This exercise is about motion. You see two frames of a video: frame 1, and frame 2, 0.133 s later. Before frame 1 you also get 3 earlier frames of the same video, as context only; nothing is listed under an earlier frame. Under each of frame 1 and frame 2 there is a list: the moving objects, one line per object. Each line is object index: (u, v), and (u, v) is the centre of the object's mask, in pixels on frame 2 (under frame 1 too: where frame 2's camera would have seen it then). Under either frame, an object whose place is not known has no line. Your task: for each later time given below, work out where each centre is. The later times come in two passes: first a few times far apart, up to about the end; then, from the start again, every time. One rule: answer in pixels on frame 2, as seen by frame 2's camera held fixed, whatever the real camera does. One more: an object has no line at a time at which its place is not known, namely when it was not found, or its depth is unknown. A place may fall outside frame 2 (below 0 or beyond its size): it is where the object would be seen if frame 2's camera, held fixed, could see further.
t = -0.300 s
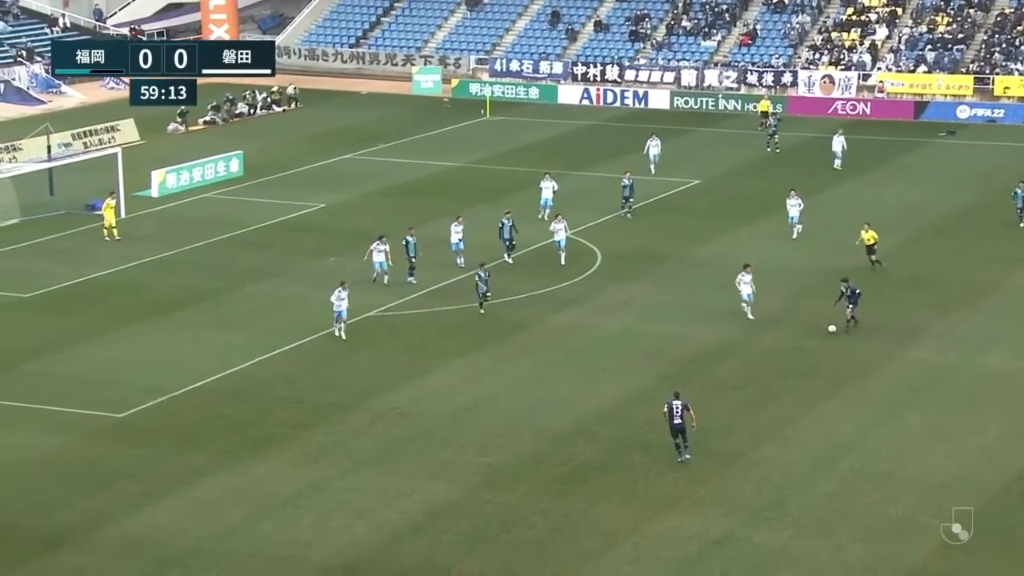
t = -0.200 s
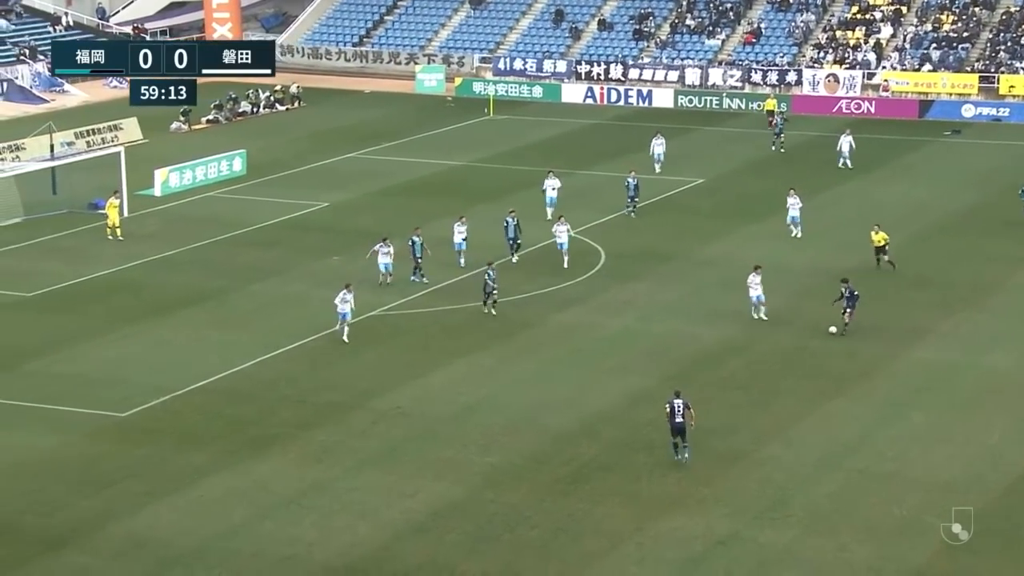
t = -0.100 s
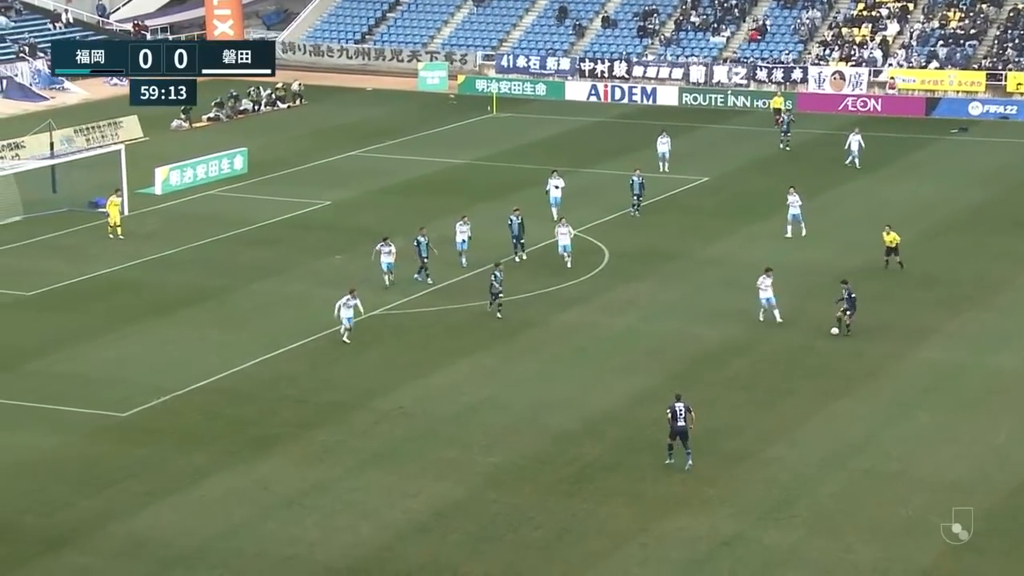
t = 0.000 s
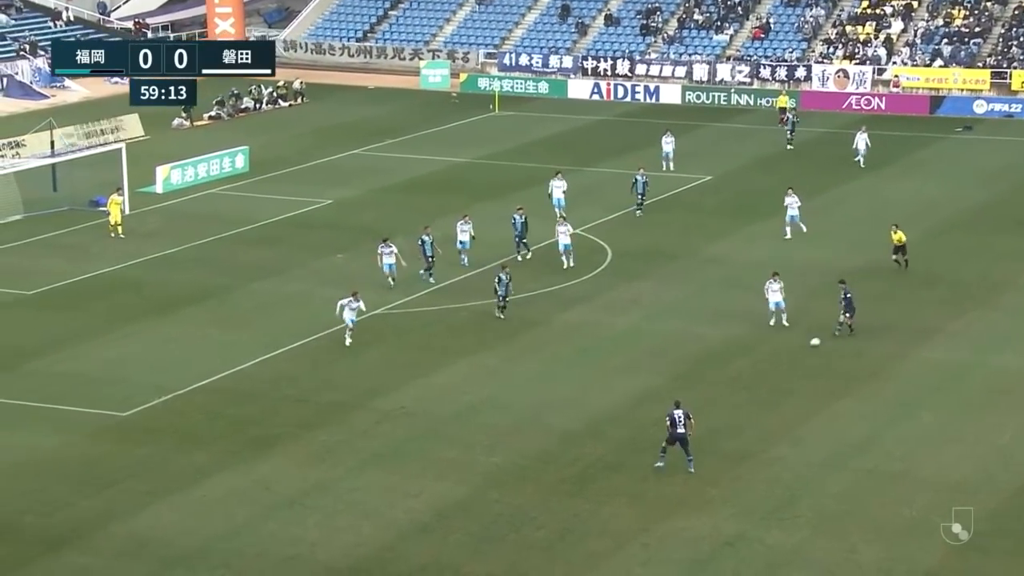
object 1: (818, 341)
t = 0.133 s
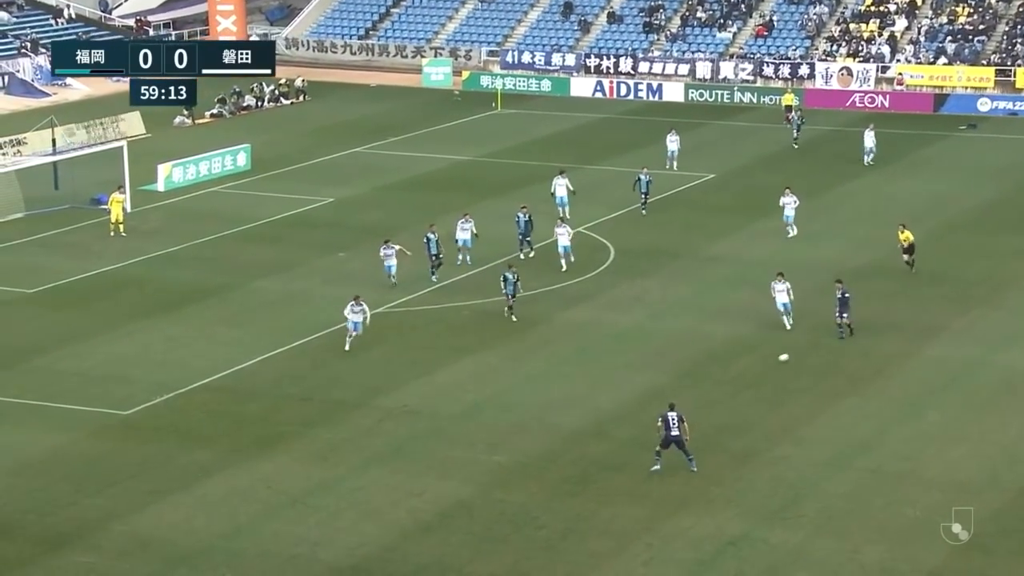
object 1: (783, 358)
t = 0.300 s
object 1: (741, 378)
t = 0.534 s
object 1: (684, 405)
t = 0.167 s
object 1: (774, 361)
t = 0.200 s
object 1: (766, 365)
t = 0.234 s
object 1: (758, 369)
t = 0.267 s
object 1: (750, 374)
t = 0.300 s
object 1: (741, 378)
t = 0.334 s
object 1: (732, 381)
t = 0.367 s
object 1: (725, 386)
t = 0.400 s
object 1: (717, 390)
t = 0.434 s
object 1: (708, 395)
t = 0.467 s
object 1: (700, 398)
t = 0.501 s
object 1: (693, 401)
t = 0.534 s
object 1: (684, 405)
